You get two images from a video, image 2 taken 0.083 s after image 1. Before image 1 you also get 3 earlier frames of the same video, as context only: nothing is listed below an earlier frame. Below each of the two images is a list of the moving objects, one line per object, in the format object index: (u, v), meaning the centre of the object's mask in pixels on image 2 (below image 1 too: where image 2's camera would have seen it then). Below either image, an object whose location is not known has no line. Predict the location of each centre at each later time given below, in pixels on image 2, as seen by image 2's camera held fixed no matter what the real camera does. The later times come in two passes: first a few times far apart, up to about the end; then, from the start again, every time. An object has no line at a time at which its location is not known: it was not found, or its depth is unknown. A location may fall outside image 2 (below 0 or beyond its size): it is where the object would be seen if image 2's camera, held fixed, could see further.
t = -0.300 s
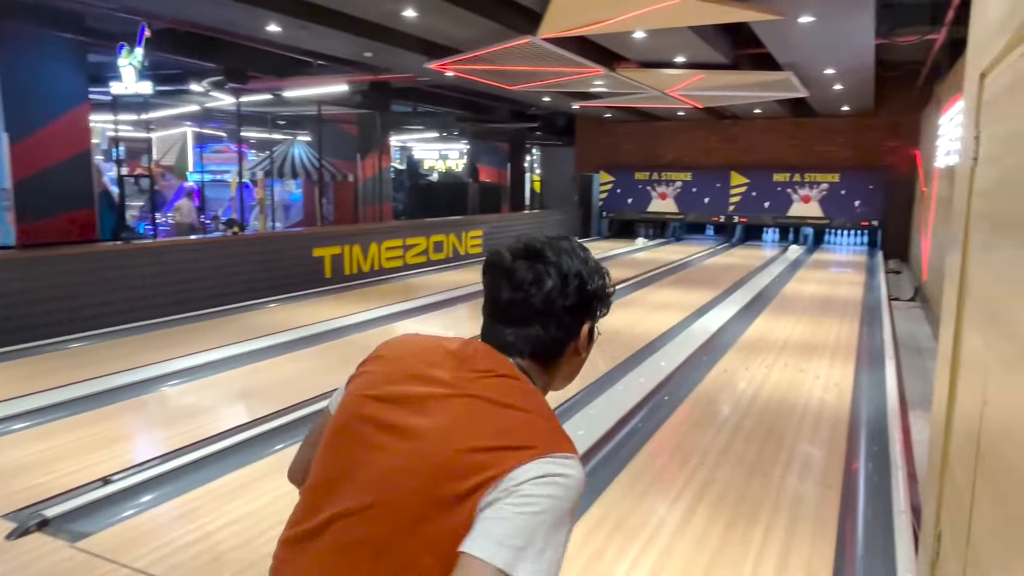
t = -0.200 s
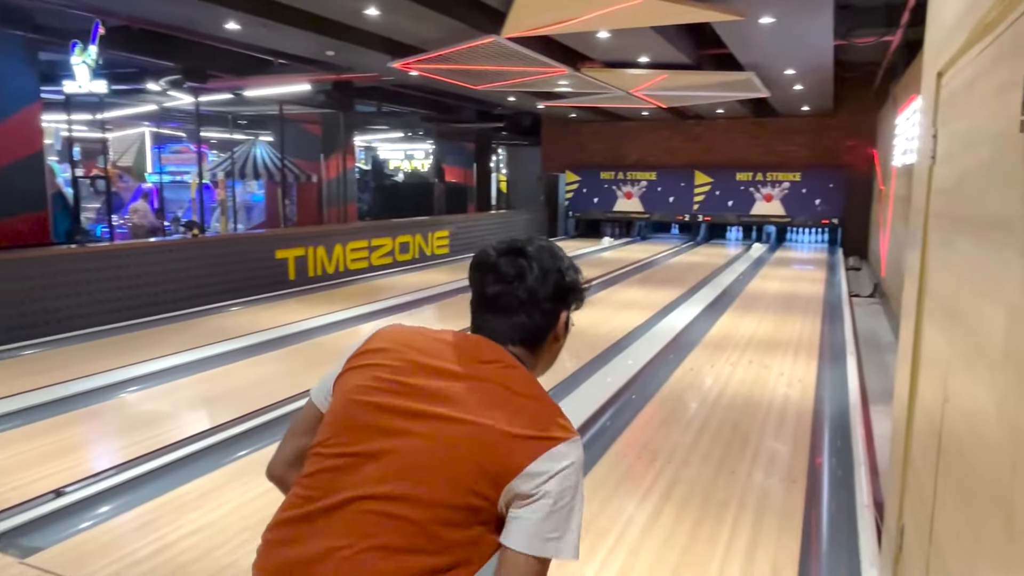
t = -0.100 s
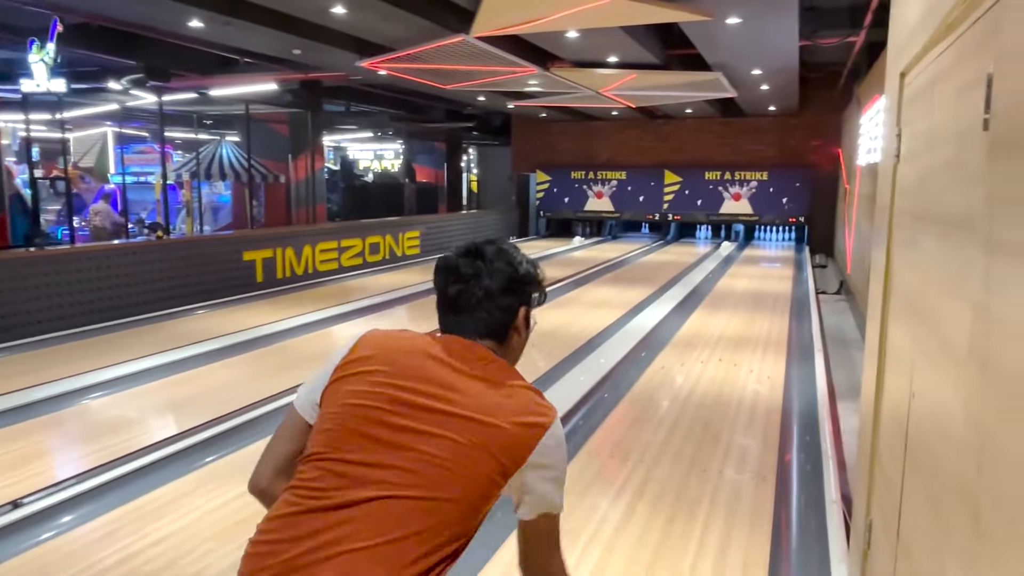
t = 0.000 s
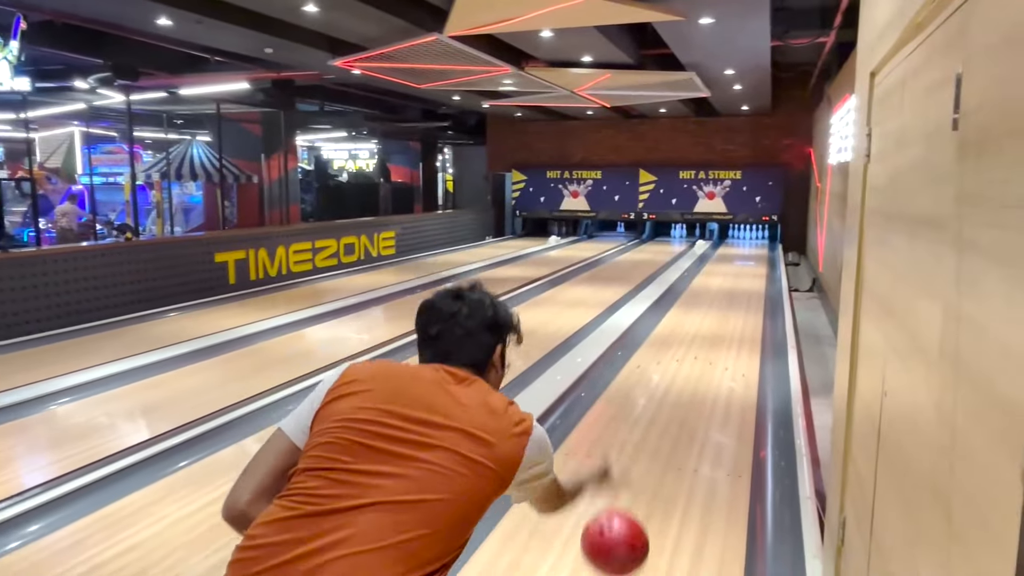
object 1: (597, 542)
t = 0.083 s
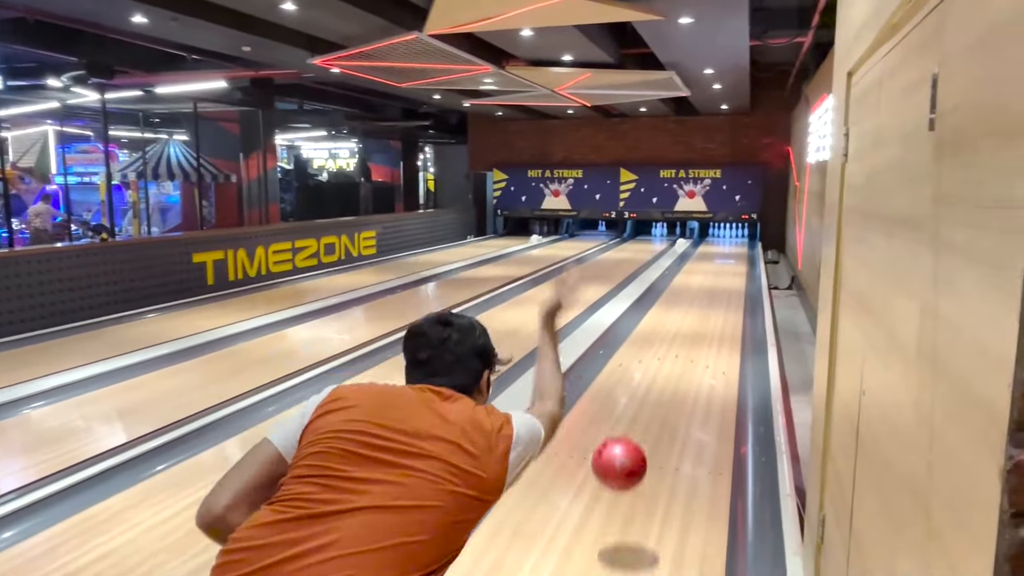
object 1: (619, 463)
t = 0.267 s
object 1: (645, 407)
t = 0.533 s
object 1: (663, 354)
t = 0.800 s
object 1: (672, 314)
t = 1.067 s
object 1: (676, 289)
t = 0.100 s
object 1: (623, 453)
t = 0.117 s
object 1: (626, 445)
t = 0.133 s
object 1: (628, 437)
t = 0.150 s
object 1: (631, 430)
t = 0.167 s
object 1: (633, 425)
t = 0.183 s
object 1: (635, 420)
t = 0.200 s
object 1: (638, 416)
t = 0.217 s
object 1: (640, 413)
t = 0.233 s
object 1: (641, 410)
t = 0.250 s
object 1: (643, 408)
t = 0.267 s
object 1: (645, 407)
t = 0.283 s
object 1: (646, 406)
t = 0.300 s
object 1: (648, 406)
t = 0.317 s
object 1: (649, 406)
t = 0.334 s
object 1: (650, 406)
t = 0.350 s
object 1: (652, 400)
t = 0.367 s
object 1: (653, 393)
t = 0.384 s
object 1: (654, 388)
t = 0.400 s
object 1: (655, 384)
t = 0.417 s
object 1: (656, 379)
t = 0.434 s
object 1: (657, 376)
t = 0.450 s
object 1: (658, 372)
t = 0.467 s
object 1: (659, 368)
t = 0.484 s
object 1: (660, 364)
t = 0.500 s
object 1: (661, 361)
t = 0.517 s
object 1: (662, 357)
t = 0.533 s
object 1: (663, 354)
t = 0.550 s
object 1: (663, 350)
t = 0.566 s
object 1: (664, 347)
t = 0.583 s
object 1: (665, 345)
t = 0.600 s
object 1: (665, 342)
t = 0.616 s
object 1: (666, 339)
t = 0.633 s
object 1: (667, 336)
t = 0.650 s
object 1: (667, 334)
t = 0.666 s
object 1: (668, 331)
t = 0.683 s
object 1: (668, 329)
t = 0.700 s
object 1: (669, 327)
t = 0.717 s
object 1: (669, 324)
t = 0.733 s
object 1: (670, 322)
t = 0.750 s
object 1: (670, 320)
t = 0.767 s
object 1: (671, 318)
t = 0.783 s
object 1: (671, 316)
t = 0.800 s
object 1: (672, 314)
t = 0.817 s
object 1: (672, 313)
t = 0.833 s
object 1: (672, 311)
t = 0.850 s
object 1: (673, 309)
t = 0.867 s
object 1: (673, 307)
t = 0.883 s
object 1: (673, 306)
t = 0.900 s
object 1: (674, 304)
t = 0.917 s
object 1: (674, 302)
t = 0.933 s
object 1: (674, 301)
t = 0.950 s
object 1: (674, 299)
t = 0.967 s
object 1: (675, 297)
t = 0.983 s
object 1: (675, 296)
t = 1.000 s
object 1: (675, 295)
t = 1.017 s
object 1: (676, 293)
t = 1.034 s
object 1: (676, 292)
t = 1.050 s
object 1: (676, 291)
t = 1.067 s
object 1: (676, 289)
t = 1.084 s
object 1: (677, 288)
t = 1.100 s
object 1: (677, 287)
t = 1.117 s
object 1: (677, 286)
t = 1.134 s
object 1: (677, 284)
